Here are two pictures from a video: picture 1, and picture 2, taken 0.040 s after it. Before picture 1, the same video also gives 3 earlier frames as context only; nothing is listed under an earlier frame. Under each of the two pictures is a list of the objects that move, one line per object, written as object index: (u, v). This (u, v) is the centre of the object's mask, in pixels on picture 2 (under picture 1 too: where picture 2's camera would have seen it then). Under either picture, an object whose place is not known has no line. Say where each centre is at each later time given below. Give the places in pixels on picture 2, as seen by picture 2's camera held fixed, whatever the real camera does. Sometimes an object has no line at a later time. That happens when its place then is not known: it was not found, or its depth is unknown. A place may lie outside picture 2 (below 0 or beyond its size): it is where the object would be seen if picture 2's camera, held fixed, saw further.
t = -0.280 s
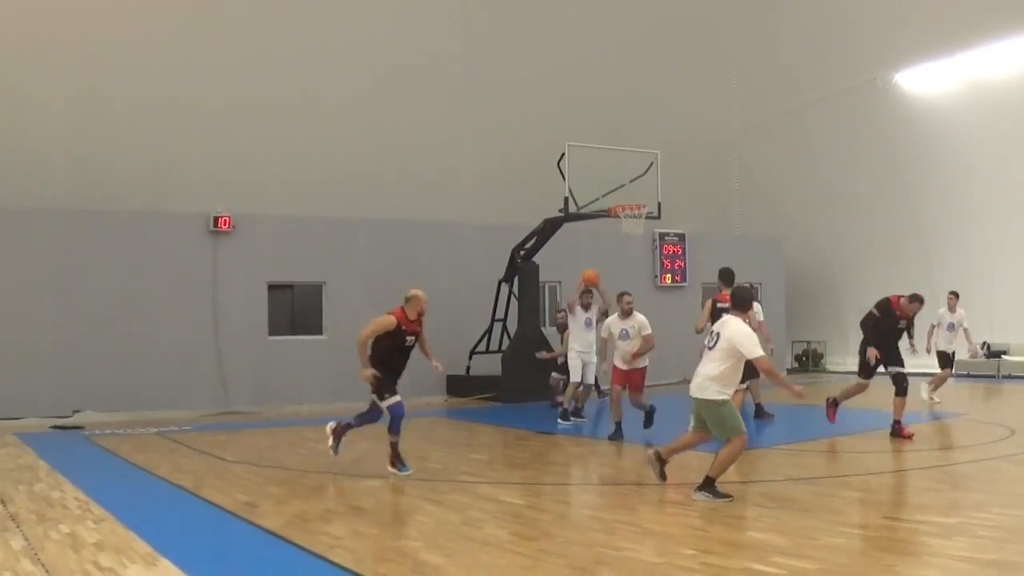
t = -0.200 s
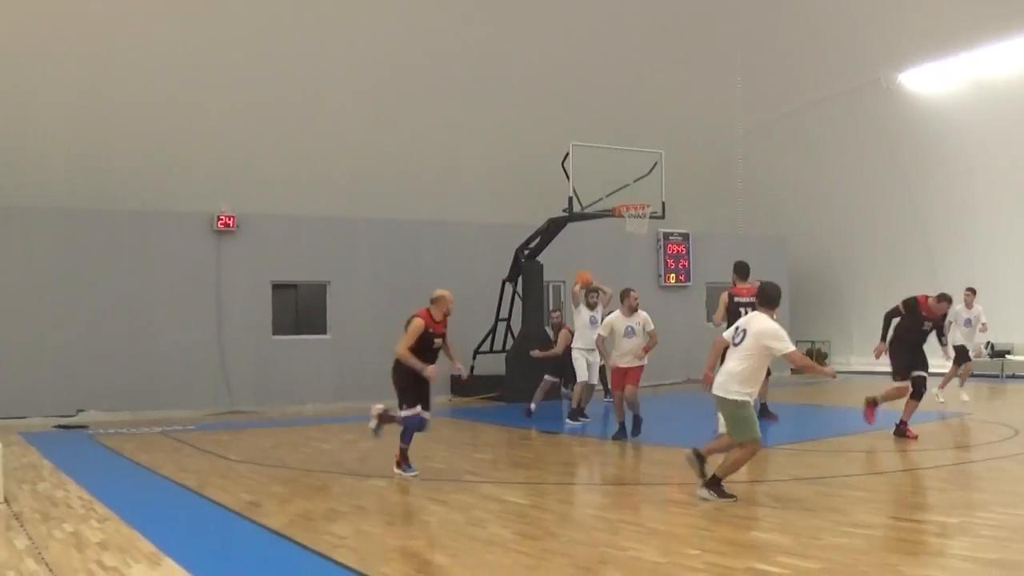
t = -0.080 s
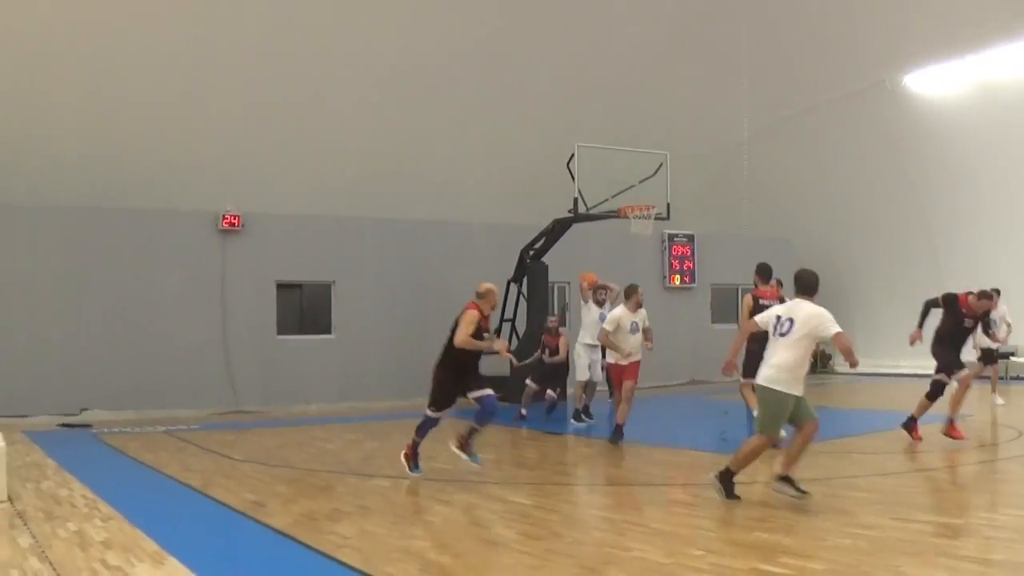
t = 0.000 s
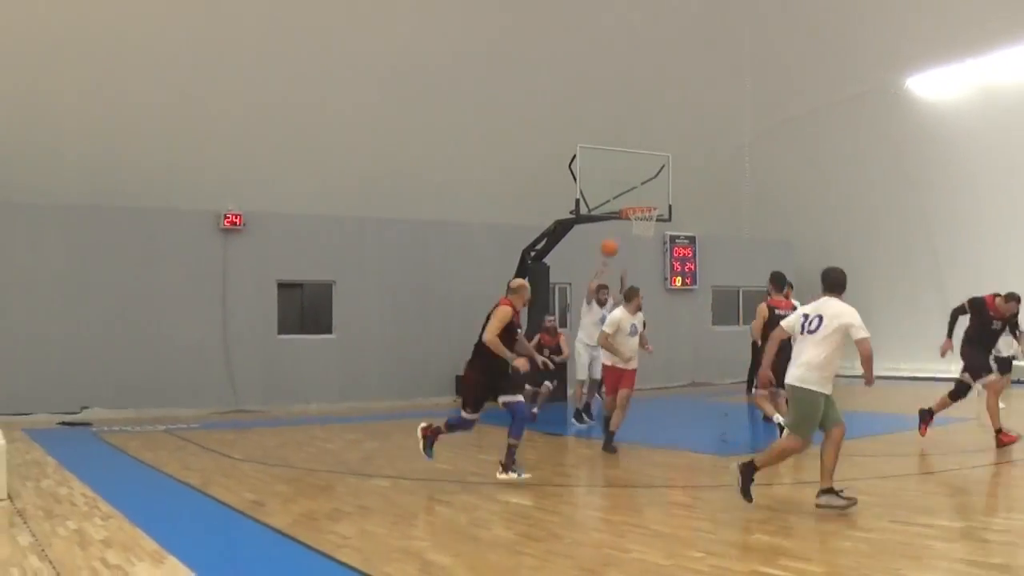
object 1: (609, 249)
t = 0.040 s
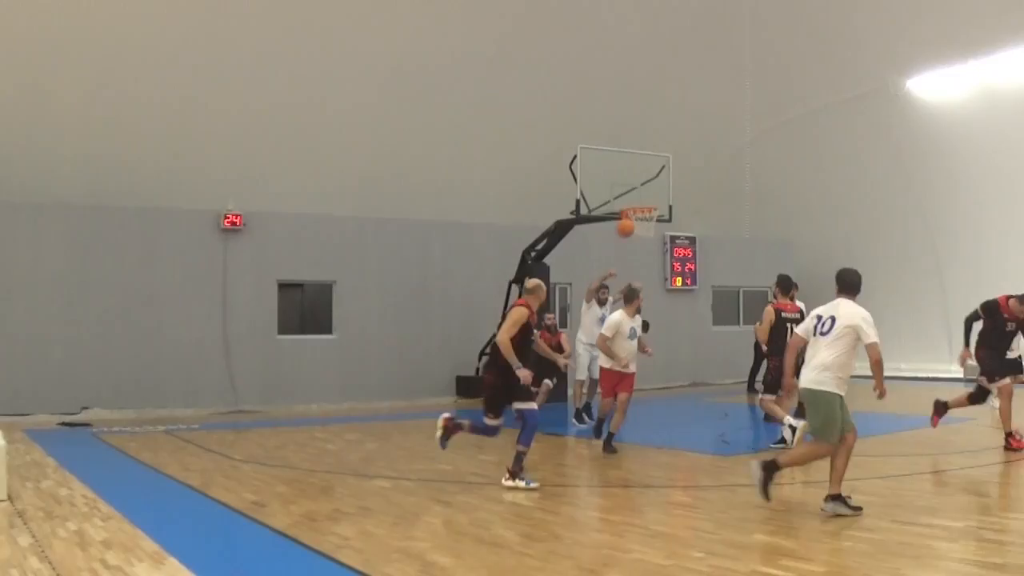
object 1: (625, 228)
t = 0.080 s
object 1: (641, 208)
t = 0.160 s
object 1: (675, 170)
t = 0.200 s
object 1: (692, 152)
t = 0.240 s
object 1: (709, 134)
